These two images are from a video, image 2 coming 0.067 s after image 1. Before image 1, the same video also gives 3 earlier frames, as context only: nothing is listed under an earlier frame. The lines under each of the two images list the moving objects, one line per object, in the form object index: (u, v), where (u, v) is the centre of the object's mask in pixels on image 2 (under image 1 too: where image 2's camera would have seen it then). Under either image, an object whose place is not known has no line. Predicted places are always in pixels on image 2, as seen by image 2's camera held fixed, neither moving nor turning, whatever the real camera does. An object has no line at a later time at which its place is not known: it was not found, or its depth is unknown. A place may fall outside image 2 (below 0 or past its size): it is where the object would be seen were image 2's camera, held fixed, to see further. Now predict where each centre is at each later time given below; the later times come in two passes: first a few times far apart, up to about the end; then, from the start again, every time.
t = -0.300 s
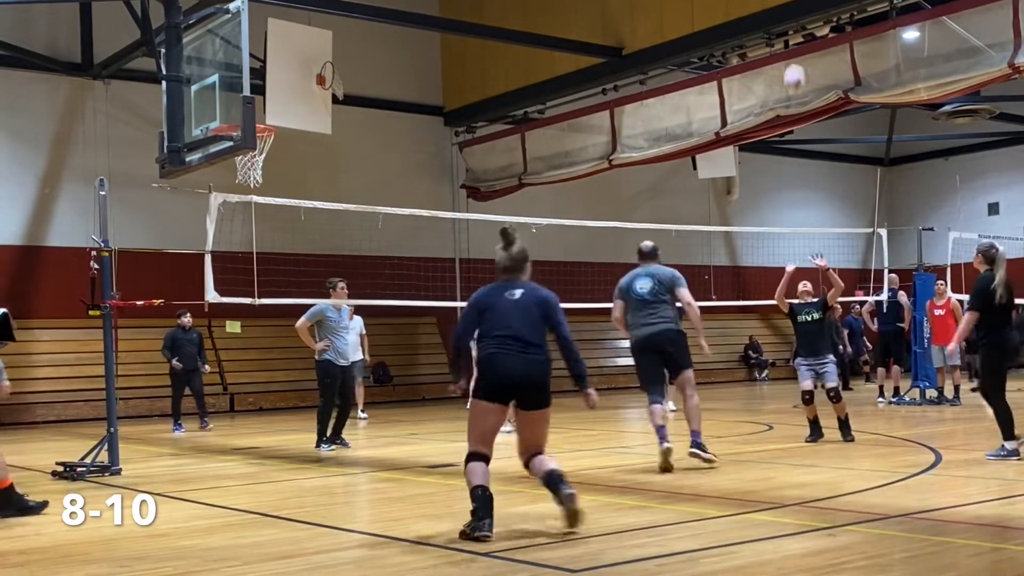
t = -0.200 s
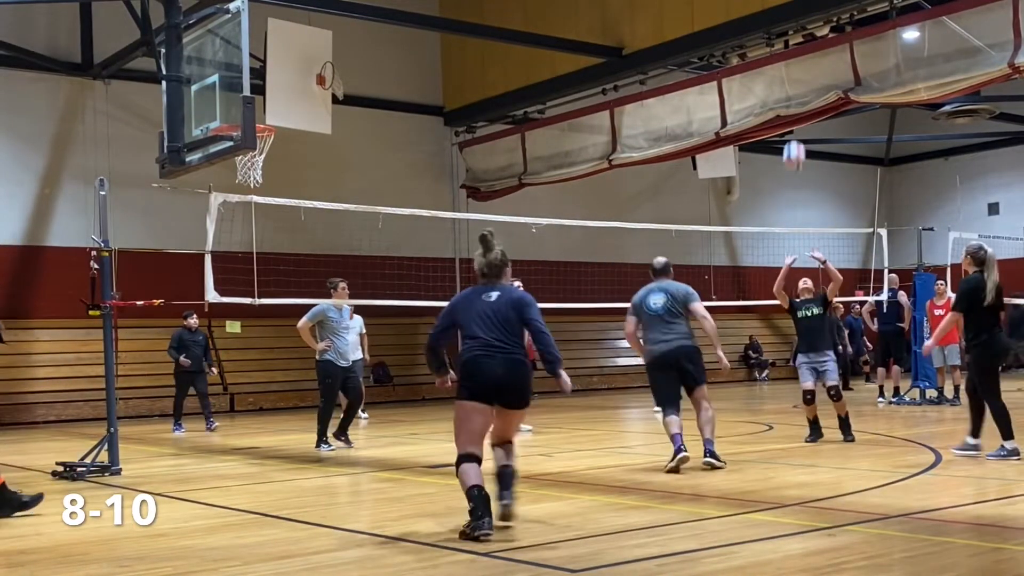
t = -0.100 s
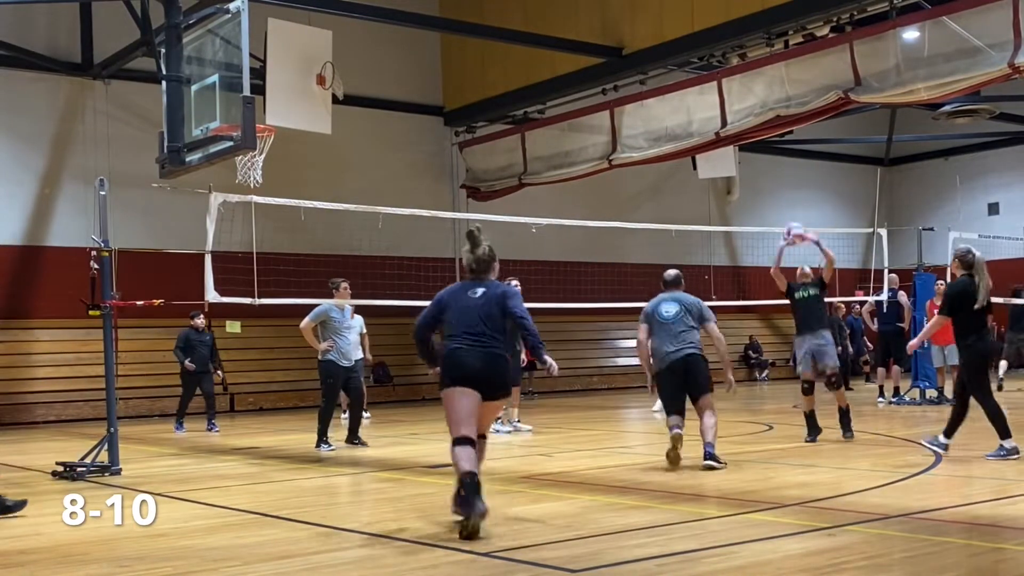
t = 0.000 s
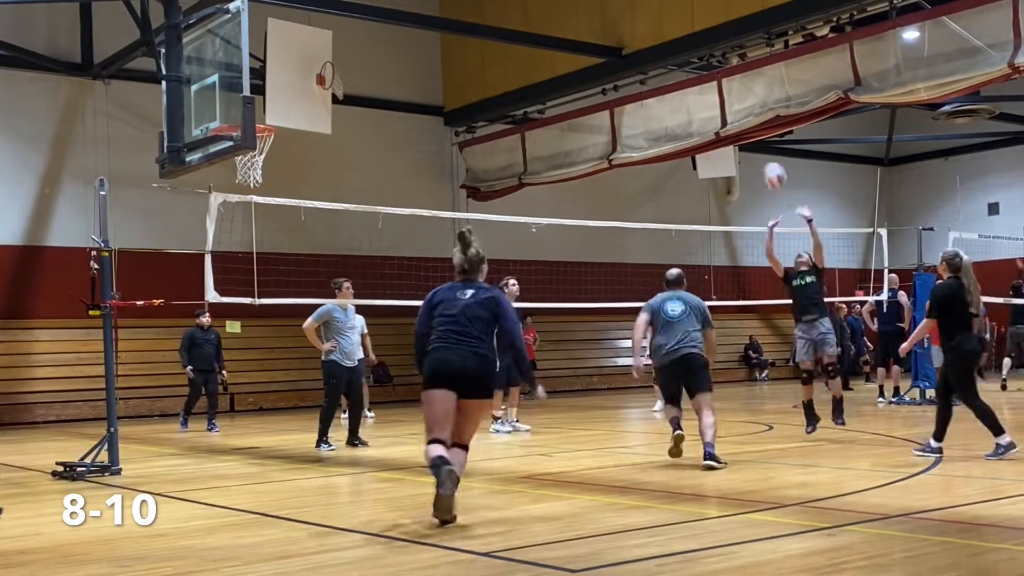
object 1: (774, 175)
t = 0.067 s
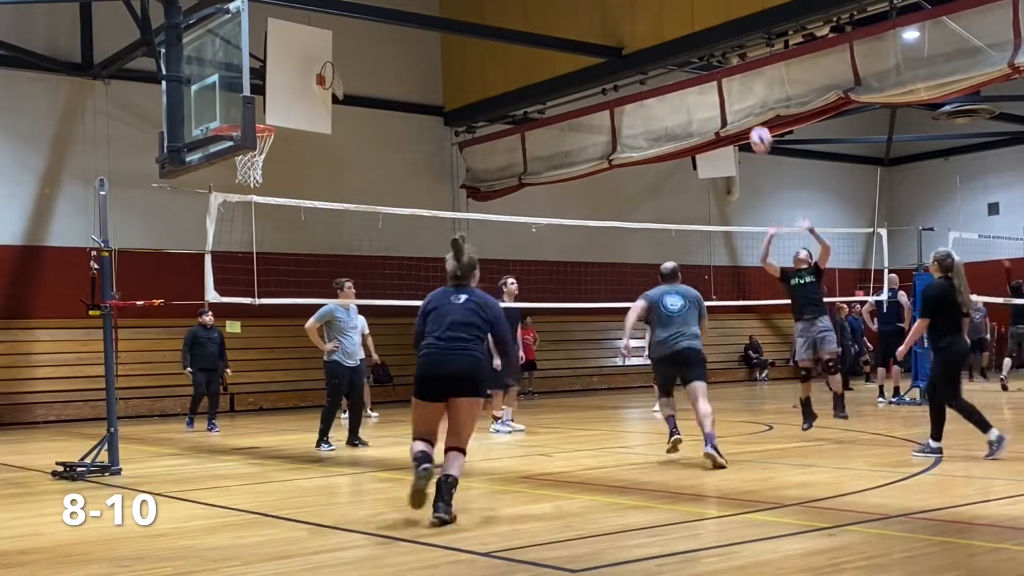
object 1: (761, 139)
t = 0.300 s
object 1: (714, 50)
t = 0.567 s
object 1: (666, 18)
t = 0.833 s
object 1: (622, 56)
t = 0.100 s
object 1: (754, 123)
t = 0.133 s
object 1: (746, 107)
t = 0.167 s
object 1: (742, 91)
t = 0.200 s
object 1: (735, 78)
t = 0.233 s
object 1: (727, 68)
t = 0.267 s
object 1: (721, 59)
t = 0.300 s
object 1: (714, 50)
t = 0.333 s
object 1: (708, 41)
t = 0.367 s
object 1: (702, 35)
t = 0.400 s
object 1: (696, 29)
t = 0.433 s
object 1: (690, 25)
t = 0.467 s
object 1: (684, 21)
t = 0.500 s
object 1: (677, 19)
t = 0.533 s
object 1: (671, 18)
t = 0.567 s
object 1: (666, 18)
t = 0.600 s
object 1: (660, 19)
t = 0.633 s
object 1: (654, 21)
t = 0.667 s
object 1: (649, 24)
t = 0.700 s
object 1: (643, 28)
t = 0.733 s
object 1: (638, 34)
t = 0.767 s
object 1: (632, 41)
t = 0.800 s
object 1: (627, 48)
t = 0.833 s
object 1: (622, 56)
